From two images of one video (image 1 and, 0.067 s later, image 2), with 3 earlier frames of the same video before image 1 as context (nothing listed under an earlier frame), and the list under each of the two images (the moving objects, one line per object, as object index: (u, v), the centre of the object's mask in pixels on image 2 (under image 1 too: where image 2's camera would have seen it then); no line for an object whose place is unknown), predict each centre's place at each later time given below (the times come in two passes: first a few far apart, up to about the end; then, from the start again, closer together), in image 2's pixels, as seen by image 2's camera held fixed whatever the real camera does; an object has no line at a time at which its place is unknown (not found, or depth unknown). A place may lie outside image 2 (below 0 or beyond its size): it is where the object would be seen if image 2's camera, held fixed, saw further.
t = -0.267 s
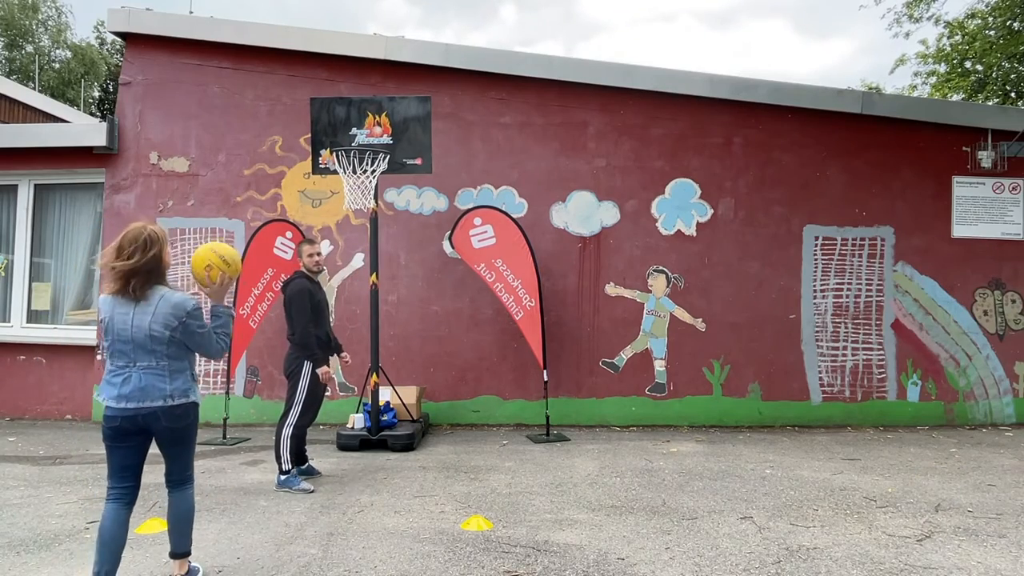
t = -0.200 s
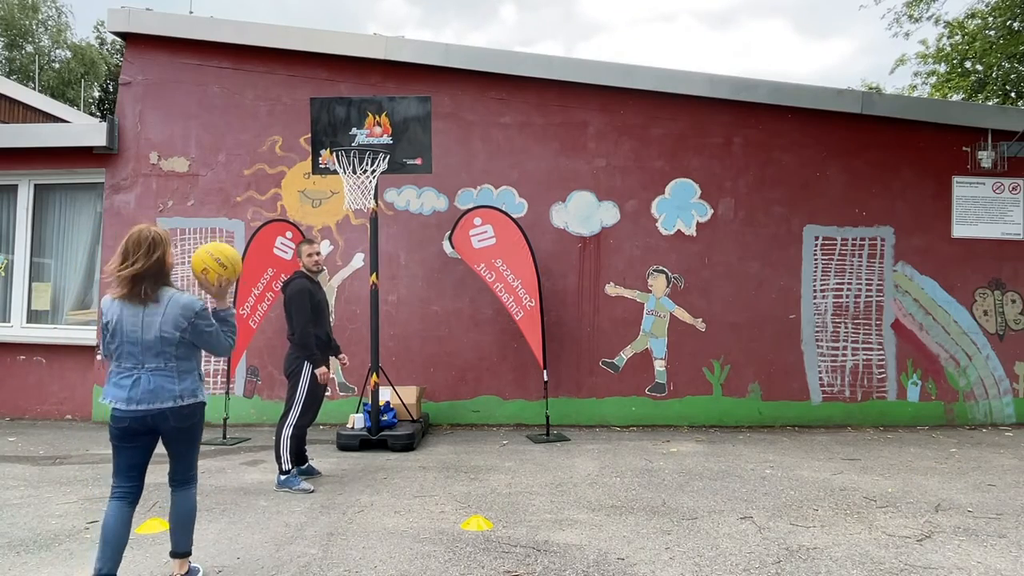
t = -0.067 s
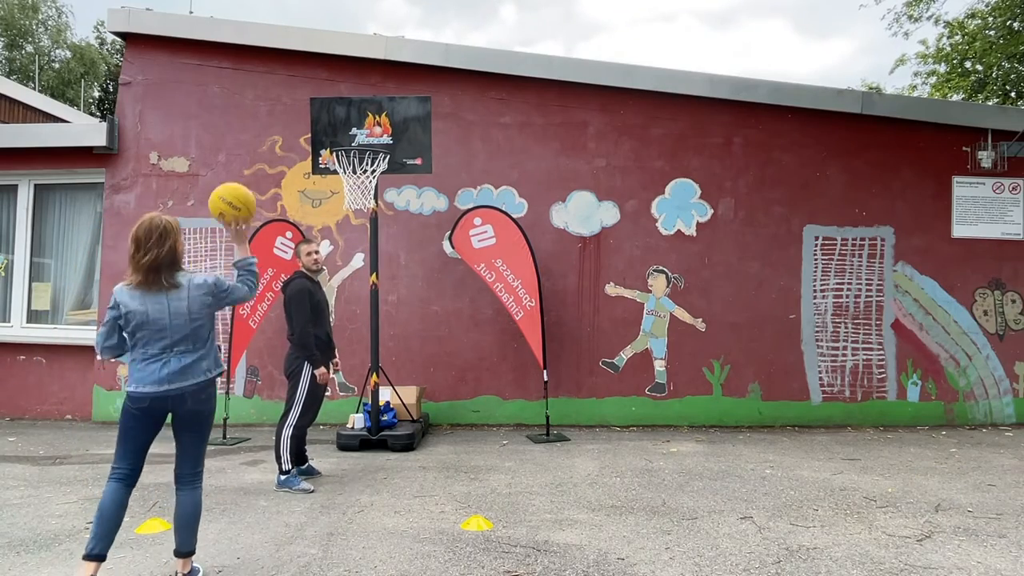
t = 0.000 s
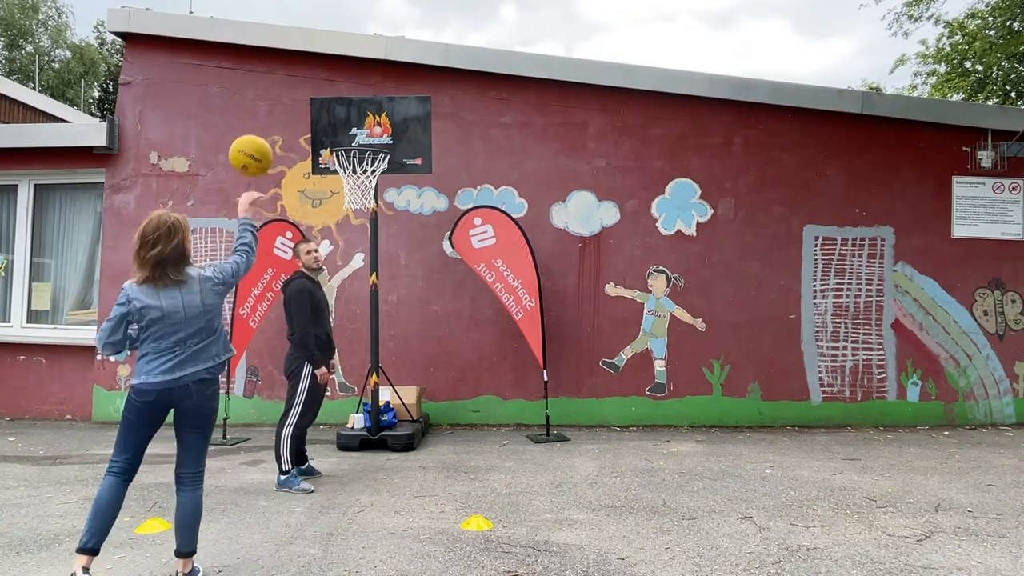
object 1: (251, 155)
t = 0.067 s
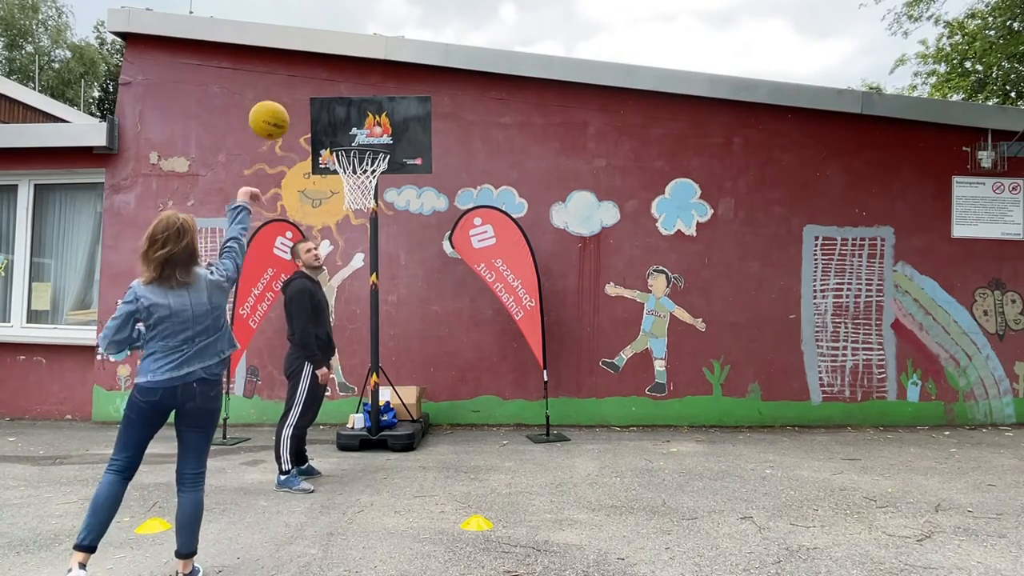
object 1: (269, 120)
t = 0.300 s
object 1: (316, 77)
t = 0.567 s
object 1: (348, 123)
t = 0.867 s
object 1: (403, 137)
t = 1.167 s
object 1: (473, 220)
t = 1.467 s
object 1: (550, 458)
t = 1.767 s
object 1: (618, 314)
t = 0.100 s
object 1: (277, 107)
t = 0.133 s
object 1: (285, 96)
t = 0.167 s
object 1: (292, 89)
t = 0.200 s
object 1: (299, 83)
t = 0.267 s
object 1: (311, 77)
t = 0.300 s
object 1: (316, 77)
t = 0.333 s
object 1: (321, 78)
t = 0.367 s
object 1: (326, 81)
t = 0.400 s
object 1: (331, 86)
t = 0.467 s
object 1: (338, 97)
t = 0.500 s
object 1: (342, 105)
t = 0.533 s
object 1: (345, 114)
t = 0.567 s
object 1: (348, 123)
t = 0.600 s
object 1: (351, 134)
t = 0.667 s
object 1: (359, 145)
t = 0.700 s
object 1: (367, 139)
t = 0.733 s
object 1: (374, 137)
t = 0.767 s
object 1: (381, 137)
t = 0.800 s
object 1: (389, 136)
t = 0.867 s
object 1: (403, 137)
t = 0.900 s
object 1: (411, 140)
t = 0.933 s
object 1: (418, 144)
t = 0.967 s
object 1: (425, 150)
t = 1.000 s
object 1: (433, 157)
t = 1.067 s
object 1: (449, 176)
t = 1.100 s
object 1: (457, 189)
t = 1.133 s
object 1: (465, 203)
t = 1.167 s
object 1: (473, 220)
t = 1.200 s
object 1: (481, 238)
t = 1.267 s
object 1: (498, 280)
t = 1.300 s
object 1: (506, 304)
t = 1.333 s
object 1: (515, 331)
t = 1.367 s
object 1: (523, 360)
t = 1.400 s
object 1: (532, 389)
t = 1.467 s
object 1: (550, 458)
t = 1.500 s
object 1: (560, 496)
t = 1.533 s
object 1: (567, 471)
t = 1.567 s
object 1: (575, 443)
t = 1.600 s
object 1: (583, 418)
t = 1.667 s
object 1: (597, 372)
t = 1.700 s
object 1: (604, 351)
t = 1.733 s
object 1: (611, 332)
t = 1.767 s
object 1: (618, 314)
